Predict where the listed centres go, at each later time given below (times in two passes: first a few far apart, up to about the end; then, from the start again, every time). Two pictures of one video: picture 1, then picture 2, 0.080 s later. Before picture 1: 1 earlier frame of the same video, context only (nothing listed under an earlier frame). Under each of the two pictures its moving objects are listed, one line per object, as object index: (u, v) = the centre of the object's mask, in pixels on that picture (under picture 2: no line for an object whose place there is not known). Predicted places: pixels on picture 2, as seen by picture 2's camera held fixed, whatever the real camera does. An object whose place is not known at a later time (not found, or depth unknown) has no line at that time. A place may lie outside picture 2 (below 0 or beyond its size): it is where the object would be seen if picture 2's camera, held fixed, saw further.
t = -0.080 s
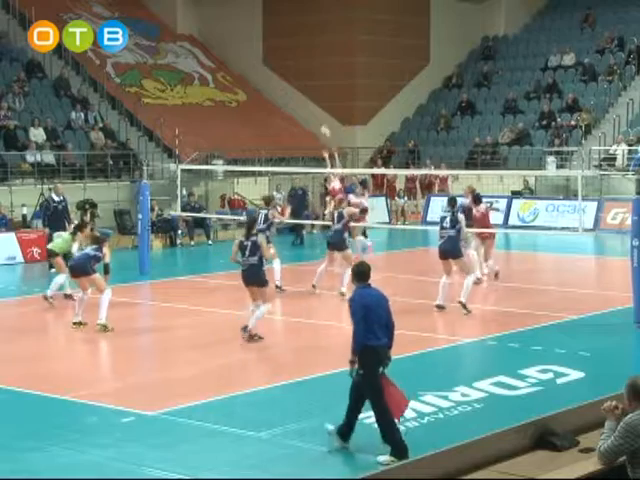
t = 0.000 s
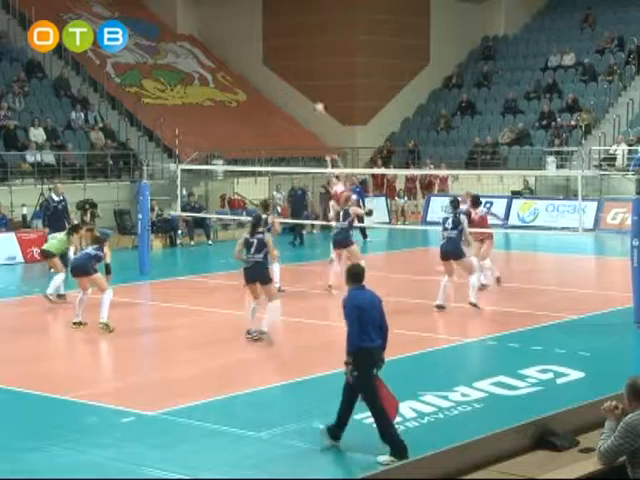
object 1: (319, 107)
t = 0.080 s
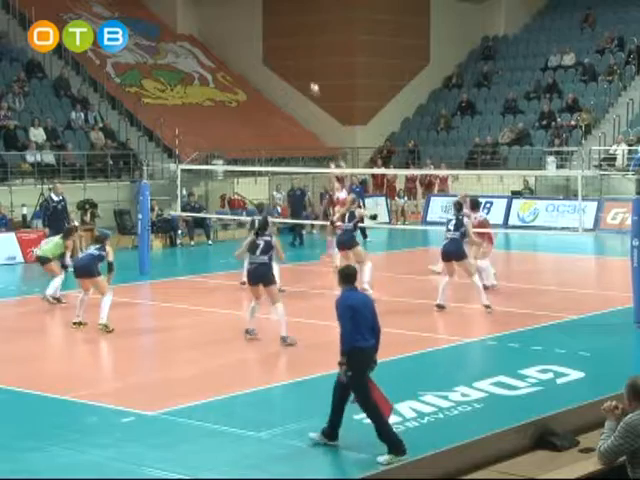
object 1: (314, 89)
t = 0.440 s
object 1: (291, 39)
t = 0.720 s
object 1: (275, 43)
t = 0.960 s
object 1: (263, 77)
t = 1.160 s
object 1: (254, 124)
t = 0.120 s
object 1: (311, 80)
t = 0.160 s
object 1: (308, 72)
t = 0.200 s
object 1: (306, 65)
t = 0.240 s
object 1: (303, 59)
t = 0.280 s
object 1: (301, 53)
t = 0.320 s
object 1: (299, 48)
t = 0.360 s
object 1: (296, 45)
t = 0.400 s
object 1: (293, 41)
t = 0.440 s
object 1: (291, 39)
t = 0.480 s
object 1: (289, 37)
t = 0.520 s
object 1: (286, 36)
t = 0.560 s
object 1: (284, 35)
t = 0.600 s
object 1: (282, 36)
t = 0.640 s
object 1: (280, 38)
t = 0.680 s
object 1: (278, 41)
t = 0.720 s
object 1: (275, 43)
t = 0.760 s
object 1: (274, 47)
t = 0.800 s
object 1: (271, 51)
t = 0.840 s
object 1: (269, 57)
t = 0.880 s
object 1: (268, 62)
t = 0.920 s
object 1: (265, 69)
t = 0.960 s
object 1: (263, 77)
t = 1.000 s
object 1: (261, 85)
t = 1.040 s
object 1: (259, 94)
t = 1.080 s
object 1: (258, 104)
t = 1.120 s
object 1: (256, 113)
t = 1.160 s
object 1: (254, 124)
